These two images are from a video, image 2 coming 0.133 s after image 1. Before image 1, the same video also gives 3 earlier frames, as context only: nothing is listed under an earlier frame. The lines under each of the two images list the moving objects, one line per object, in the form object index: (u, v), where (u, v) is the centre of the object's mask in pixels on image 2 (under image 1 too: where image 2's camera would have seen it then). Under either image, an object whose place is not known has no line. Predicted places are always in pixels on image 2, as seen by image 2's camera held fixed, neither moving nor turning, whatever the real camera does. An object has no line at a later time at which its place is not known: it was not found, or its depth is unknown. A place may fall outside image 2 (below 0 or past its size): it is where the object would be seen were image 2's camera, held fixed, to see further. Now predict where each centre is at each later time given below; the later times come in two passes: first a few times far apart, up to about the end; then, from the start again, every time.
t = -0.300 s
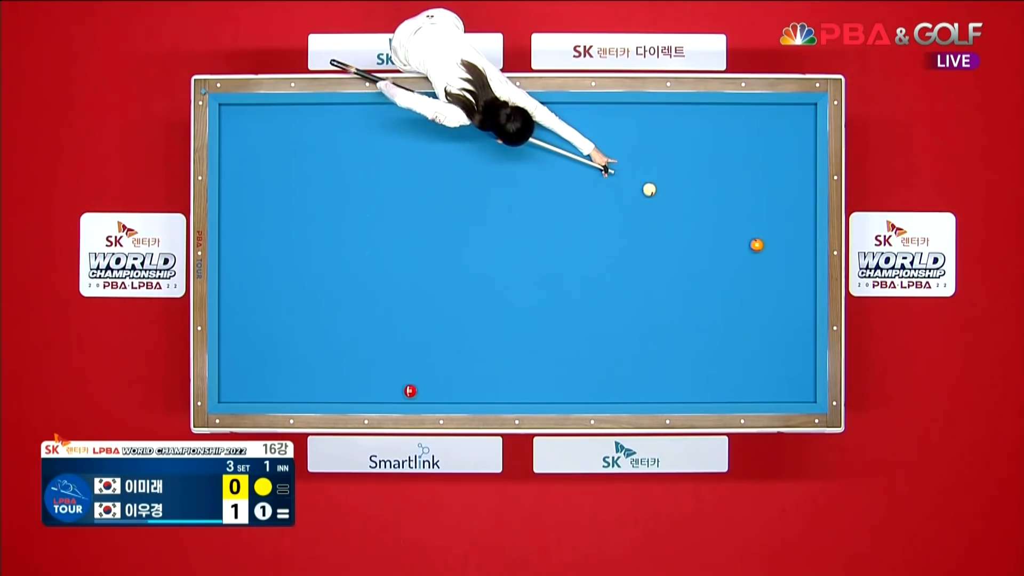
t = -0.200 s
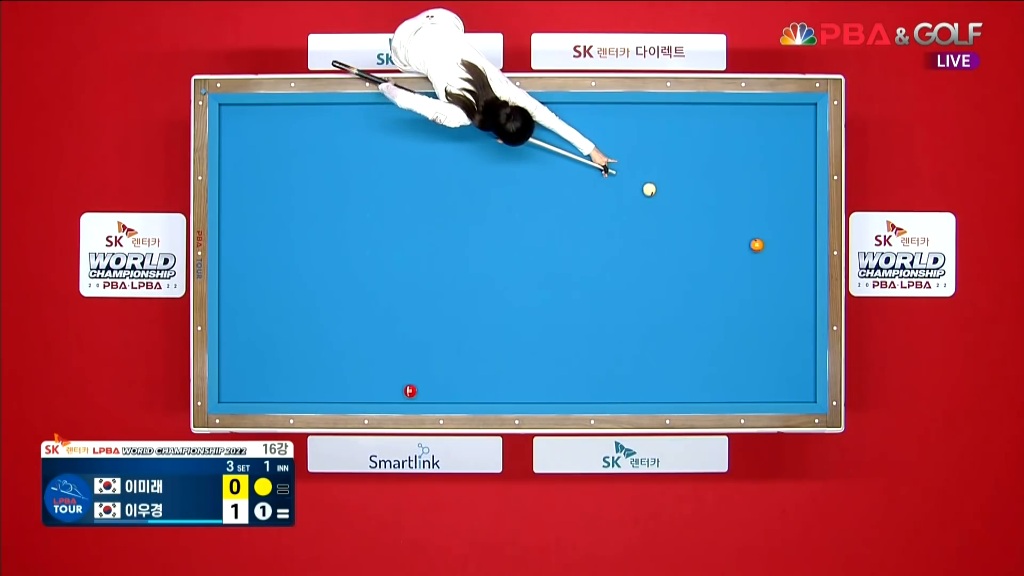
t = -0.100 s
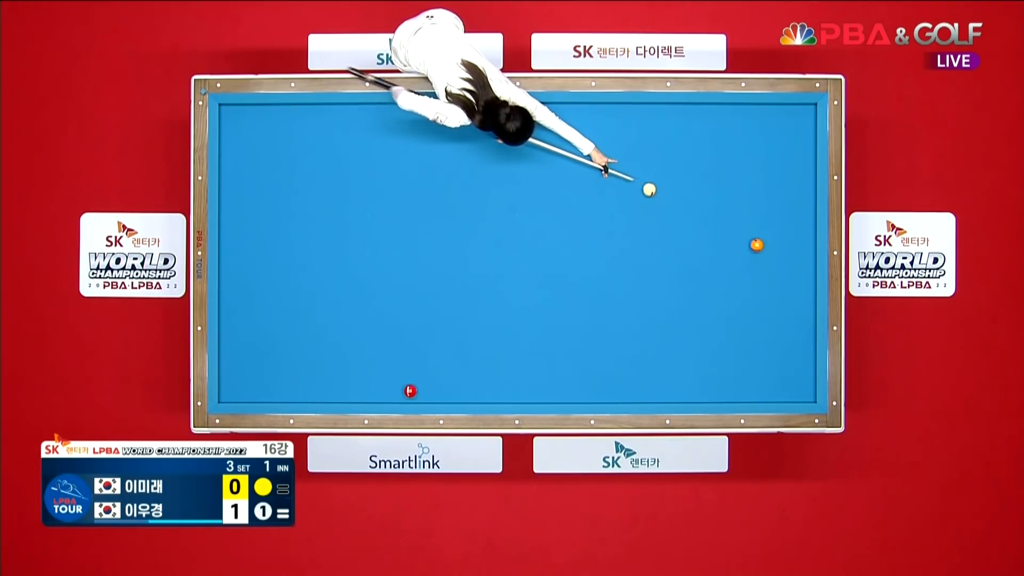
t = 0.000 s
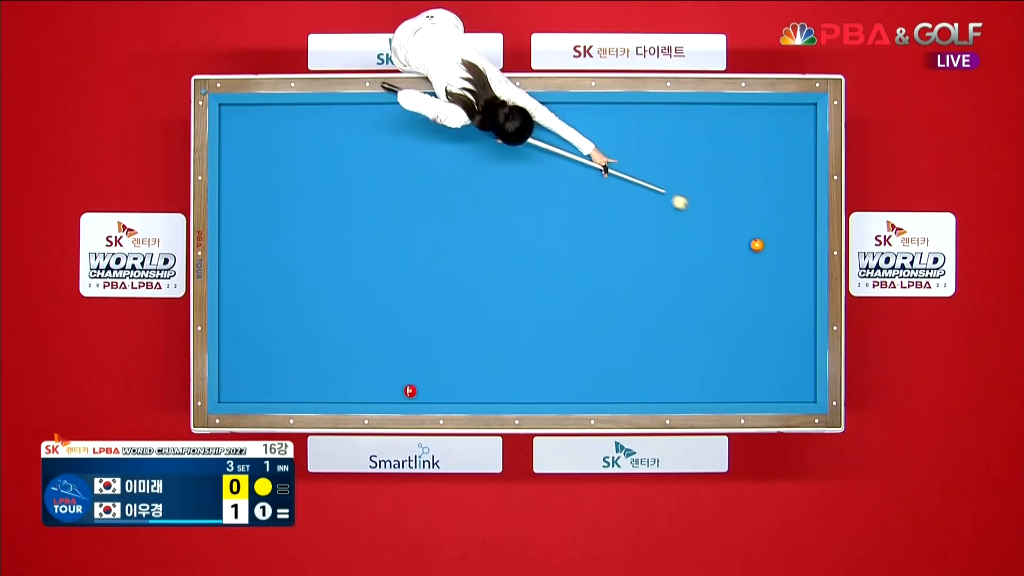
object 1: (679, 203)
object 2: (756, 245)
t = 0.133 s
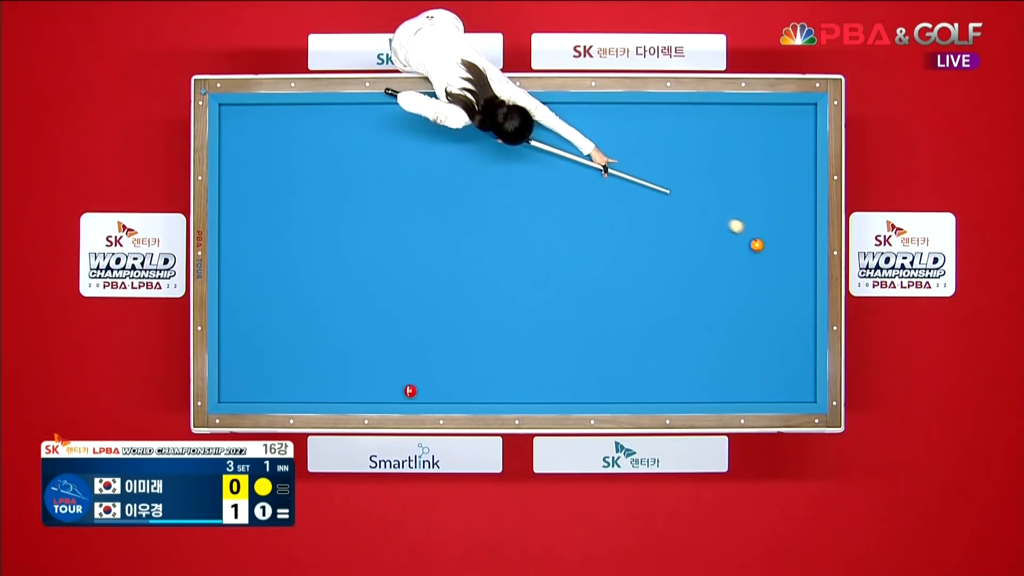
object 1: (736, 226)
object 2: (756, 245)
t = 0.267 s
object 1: (781, 225)
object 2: (763, 268)
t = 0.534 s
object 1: (769, 199)
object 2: (779, 319)
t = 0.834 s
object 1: (714, 166)
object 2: (796, 370)
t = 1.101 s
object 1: (673, 139)
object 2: (807, 384)
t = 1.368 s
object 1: (631, 112)
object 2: (807, 360)
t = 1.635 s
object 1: (591, 123)
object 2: (802, 338)
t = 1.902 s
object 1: (552, 138)
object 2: (798, 318)
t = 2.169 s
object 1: (513, 152)
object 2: (794, 297)
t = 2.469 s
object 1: (471, 169)
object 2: (789, 275)
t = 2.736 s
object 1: (434, 183)
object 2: (786, 257)
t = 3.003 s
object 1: (397, 197)
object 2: (782, 238)
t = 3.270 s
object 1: (362, 211)
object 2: (778, 221)
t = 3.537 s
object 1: (328, 224)
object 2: (775, 204)
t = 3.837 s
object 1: (290, 239)
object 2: (771, 186)
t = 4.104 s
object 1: (257, 252)
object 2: (768, 171)
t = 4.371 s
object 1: (225, 265)
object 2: (765, 156)
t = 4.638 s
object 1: (243, 280)
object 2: (761, 142)
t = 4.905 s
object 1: (260, 296)
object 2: (758, 128)
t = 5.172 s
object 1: (276, 311)
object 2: (755, 116)
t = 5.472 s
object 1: (294, 328)
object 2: (753, 114)
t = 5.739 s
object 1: (309, 342)
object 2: (751, 120)
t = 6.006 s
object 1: (323, 355)
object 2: (749, 126)
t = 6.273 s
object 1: (337, 368)
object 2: (748, 131)
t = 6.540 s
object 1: (351, 381)
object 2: (747, 136)
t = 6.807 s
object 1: (364, 393)
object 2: (746, 140)
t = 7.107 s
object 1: (377, 392)
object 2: (745, 144)
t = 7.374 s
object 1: (387, 386)
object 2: (744, 146)
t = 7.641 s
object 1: (397, 380)
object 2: (744, 149)
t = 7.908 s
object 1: (406, 375)
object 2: (743, 150)
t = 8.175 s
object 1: (415, 370)
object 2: (743, 152)
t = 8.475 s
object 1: (424, 364)
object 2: (743, 152)
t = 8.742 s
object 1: (431, 360)
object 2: (743, 152)
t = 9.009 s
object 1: (438, 355)
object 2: (743, 152)
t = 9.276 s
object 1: (444, 351)
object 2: (743, 152)
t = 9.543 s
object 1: (450, 348)
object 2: (743, 152)
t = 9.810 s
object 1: (455, 344)
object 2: (743, 152)
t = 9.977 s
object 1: (458, 343)
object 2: (743, 152)
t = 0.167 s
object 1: (749, 232)
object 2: (756, 245)
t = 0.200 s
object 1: (760, 231)
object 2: (758, 251)
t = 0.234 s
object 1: (770, 228)
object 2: (761, 260)
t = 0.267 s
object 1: (781, 225)
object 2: (763, 268)
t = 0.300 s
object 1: (791, 223)
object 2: (766, 275)
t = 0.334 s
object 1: (801, 221)
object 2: (768, 282)
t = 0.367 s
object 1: (810, 219)
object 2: (770, 289)
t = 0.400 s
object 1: (802, 215)
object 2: (772, 296)
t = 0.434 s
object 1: (794, 211)
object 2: (774, 302)
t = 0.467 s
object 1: (785, 207)
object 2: (776, 308)
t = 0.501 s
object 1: (777, 203)
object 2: (778, 313)
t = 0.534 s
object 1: (769, 199)
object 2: (779, 319)
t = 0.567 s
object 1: (762, 195)
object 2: (781, 325)
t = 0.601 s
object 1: (755, 191)
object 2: (783, 331)
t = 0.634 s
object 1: (749, 187)
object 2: (785, 336)
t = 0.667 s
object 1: (742, 184)
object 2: (786, 342)
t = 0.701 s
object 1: (736, 180)
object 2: (789, 348)
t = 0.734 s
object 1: (730, 177)
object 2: (790, 353)
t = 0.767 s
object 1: (725, 173)
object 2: (792, 359)
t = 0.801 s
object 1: (720, 170)
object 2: (794, 364)
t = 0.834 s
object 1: (714, 166)
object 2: (796, 370)
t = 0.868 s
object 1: (709, 163)
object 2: (797, 376)
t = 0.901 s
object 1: (704, 160)
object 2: (799, 381)
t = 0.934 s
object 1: (699, 156)
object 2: (801, 387)
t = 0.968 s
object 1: (694, 153)
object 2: (802, 392)
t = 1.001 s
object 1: (688, 149)
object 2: (804, 396)
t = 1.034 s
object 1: (683, 146)
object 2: (805, 393)
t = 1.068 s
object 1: (678, 142)
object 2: (806, 388)
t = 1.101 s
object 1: (673, 139)
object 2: (807, 384)
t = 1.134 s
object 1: (667, 136)
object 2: (808, 380)
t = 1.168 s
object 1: (662, 132)
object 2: (809, 377)
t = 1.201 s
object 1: (657, 129)
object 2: (809, 374)
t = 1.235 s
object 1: (652, 126)
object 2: (809, 371)
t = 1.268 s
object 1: (647, 122)
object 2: (808, 368)
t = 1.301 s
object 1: (641, 119)
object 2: (808, 366)
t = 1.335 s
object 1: (636, 116)
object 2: (807, 363)
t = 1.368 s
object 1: (631, 112)
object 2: (807, 360)
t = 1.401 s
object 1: (626, 109)
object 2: (806, 357)
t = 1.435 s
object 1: (621, 110)
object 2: (805, 355)
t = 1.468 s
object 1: (616, 113)
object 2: (805, 352)
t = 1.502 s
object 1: (611, 115)
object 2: (804, 349)
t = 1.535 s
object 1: (606, 117)
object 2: (804, 346)
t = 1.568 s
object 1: (601, 119)
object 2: (803, 344)
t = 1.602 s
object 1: (596, 121)
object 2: (803, 341)
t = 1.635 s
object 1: (591, 123)
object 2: (802, 338)
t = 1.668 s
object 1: (586, 125)
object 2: (802, 336)
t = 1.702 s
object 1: (581, 126)
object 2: (801, 333)
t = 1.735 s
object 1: (576, 128)
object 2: (801, 331)
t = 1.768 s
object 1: (571, 130)
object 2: (800, 328)
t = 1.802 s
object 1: (566, 132)
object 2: (800, 325)
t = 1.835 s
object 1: (562, 134)
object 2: (799, 323)
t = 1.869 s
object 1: (557, 136)
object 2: (799, 320)
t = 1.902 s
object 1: (552, 138)
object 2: (798, 318)
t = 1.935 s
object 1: (547, 140)
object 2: (798, 315)
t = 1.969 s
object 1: (542, 141)
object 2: (797, 313)
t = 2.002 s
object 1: (537, 143)
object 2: (797, 310)
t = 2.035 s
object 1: (532, 145)
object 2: (796, 307)
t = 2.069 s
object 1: (528, 147)
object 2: (796, 305)
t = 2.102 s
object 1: (523, 149)
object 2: (795, 302)
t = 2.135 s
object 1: (518, 150)
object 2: (794, 300)
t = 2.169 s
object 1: (513, 152)
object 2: (794, 297)
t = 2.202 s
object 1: (509, 154)
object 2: (793, 295)
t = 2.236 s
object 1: (504, 156)
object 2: (793, 292)
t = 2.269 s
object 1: (499, 158)
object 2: (792, 290)
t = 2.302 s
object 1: (494, 160)
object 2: (792, 287)
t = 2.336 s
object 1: (490, 161)
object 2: (791, 285)
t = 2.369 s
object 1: (485, 163)
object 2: (791, 282)
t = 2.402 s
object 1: (480, 165)
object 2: (790, 280)
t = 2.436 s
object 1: (475, 167)
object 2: (790, 278)
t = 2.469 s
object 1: (471, 169)
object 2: (789, 275)
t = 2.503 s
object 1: (466, 171)
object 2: (789, 273)
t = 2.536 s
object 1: (462, 172)
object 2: (788, 271)
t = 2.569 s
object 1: (457, 174)
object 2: (788, 268)
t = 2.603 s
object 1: (452, 176)
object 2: (788, 266)
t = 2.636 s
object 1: (447, 178)
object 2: (787, 263)
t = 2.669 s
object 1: (443, 179)
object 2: (787, 261)
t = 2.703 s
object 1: (438, 181)
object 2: (786, 259)
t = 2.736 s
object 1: (434, 183)
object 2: (786, 257)
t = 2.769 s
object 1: (429, 185)
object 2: (785, 254)
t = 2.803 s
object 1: (425, 186)
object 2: (784, 252)
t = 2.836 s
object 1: (420, 188)
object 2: (784, 250)
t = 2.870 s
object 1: (416, 190)
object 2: (784, 247)
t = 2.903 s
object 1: (411, 191)
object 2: (783, 245)
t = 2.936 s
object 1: (407, 193)
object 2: (783, 243)
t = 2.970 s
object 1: (402, 195)
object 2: (782, 241)
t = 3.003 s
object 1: (397, 197)
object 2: (782, 238)
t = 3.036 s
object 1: (393, 198)
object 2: (782, 236)
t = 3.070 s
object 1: (389, 200)
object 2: (781, 234)
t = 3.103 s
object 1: (384, 202)
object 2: (781, 232)
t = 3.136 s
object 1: (380, 204)
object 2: (780, 230)
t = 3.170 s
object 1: (375, 205)
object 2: (780, 227)
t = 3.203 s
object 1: (371, 207)
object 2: (779, 225)
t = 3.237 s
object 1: (366, 209)
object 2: (779, 223)
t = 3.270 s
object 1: (362, 211)
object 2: (778, 221)
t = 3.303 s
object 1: (358, 212)
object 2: (778, 219)
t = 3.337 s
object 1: (353, 214)
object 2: (778, 217)
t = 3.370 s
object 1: (349, 216)
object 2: (777, 214)
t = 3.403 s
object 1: (345, 218)
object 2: (777, 212)
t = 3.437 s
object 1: (340, 219)
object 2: (776, 210)
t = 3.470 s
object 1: (336, 221)
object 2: (776, 208)
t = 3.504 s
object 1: (332, 223)
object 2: (775, 206)
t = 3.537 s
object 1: (328, 224)
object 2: (775, 204)
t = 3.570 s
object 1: (323, 226)
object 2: (775, 202)
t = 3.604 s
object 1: (319, 228)
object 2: (774, 200)
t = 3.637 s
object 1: (315, 229)
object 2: (774, 198)
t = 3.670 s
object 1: (311, 231)
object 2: (773, 196)
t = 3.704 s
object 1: (306, 232)
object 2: (773, 194)
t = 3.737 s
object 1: (302, 234)
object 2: (772, 192)
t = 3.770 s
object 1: (298, 236)
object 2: (772, 190)
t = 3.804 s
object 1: (294, 237)
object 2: (771, 188)
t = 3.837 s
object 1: (290, 239)
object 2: (771, 186)
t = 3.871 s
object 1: (285, 241)
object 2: (771, 184)
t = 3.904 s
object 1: (281, 242)
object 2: (770, 182)
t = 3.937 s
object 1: (277, 244)
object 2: (770, 180)
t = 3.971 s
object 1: (273, 245)
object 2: (769, 178)
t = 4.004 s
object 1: (269, 247)
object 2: (769, 176)
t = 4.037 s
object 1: (265, 249)
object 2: (768, 174)
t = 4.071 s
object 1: (261, 250)
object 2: (768, 172)
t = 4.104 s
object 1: (257, 252)
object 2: (768, 171)
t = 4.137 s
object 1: (253, 254)
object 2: (767, 169)
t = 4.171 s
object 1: (249, 255)
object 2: (767, 167)
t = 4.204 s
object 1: (245, 257)
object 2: (767, 165)
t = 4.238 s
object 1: (241, 258)
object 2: (766, 163)
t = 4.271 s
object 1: (237, 260)
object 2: (766, 161)
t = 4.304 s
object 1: (233, 261)
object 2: (765, 159)
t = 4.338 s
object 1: (229, 263)
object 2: (765, 158)
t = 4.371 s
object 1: (225, 265)
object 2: (765, 156)
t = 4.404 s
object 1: (226, 266)
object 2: (764, 154)
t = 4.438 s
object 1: (229, 269)
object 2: (764, 152)
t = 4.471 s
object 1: (232, 270)
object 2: (763, 150)
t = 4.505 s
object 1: (234, 273)
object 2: (763, 149)
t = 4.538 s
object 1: (237, 275)
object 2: (763, 147)
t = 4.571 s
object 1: (239, 276)
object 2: (762, 145)
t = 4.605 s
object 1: (241, 278)
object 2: (762, 143)
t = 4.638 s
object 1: (243, 280)
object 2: (761, 142)
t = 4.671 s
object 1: (245, 283)
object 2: (761, 140)
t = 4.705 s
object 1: (247, 285)
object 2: (761, 138)
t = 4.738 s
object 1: (249, 286)
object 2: (760, 137)
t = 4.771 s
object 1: (251, 289)
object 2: (760, 135)
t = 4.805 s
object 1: (253, 290)
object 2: (760, 133)
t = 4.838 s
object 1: (256, 292)
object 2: (759, 132)
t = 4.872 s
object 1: (258, 294)
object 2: (759, 130)
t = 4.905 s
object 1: (260, 296)
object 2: (758, 128)
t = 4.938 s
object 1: (262, 298)
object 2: (758, 127)
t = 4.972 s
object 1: (264, 300)
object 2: (758, 125)
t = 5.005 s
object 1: (266, 302)
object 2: (757, 123)
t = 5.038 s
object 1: (268, 304)
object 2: (757, 122)
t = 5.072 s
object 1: (270, 306)
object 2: (756, 120)
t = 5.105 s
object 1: (272, 308)
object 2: (756, 119)
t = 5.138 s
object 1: (274, 309)
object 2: (756, 117)
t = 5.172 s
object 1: (276, 311)
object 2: (755, 116)
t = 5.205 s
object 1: (278, 313)
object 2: (755, 114)
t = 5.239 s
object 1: (280, 315)
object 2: (755, 113)
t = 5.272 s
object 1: (282, 317)
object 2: (754, 111)
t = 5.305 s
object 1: (284, 319)
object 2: (754, 110)
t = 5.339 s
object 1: (286, 321)
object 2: (754, 110)
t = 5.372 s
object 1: (288, 322)
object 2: (753, 111)
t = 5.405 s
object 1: (290, 324)
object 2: (753, 112)
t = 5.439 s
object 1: (292, 326)
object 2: (753, 113)
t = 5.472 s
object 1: (294, 328)
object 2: (753, 114)
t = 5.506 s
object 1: (295, 330)
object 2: (752, 114)
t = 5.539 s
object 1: (297, 331)
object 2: (752, 115)
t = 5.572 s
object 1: (299, 333)
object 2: (752, 116)
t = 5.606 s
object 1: (301, 335)
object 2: (752, 117)
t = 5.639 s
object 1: (303, 337)
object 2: (751, 118)
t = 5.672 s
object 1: (305, 338)
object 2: (751, 118)
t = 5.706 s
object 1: (307, 340)
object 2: (751, 119)
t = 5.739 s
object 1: (309, 342)
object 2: (751, 120)
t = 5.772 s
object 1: (311, 344)
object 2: (751, 121)
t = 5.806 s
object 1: (312, 345)
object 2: (751, 122)
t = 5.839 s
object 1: (315, 347)
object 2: (750, 122)
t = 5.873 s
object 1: (316, 349)
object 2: (750, 123)
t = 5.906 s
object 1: (318, 350)
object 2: (750, 124)
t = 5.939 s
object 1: (320, 352)
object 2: (750, 124)
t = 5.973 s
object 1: (322, 354)
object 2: (749, 125)
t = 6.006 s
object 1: (323, 355)
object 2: (749, 126)
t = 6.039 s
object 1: (325, 357)
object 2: (749, 127)
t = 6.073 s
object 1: (327, 359)
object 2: (749, 127)
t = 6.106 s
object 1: (329, 361)
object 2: (749, 128)
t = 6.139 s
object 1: (331, 362)
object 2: (749, 128)
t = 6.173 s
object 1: (332, 364)
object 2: (748, 129)
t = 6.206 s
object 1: (334, 365)
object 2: (748, 130)
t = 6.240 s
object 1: (336, 367)
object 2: (748, 131)
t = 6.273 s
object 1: (337, 368)
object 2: (748, 131)
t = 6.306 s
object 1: (339, 370)
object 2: (748, 132)
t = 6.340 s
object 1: (341, 372)
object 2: (748, 132)
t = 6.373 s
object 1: (343, 373)
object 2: (748, 133)
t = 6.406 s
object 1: (345, 375)
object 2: (747, 133)
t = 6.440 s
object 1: (346, 376)
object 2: (747, 134)
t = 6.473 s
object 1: (348, 378)
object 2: (747, 135)
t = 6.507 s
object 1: (349, 380)
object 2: (747, 135)
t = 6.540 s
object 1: (351, 381)
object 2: (747, 136)
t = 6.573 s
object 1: (353, 382)
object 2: (747, 136)
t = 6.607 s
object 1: (355, 384)
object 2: (747, 137)
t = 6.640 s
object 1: (356, 386)
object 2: (746, 137)
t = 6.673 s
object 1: (358, 387)
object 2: (746, 138)
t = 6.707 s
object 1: (360, 389)
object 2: (746, 138)
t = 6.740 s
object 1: (361, 390)
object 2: (746, 139)
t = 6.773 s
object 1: (363, 392)
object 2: (746, 139)
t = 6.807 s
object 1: (364, 393)
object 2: (746, 140)
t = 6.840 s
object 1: (366, 395)
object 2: (746, 140)
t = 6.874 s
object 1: (368, 396)
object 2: (746, 141)
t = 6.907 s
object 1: (369, 397)
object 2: (746, 141)
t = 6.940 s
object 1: (371, 396)
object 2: (746, 142)
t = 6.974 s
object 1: (372, 395)
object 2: (745, 142)
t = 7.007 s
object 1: (373, 395)
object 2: (745, 143)
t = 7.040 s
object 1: (374, 394)
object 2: (745, 143)
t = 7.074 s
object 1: (376, 393)
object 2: (745, 143)
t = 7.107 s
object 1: (377, 392)
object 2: (745, 144)
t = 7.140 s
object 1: (378, 391)
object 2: (745, 144)
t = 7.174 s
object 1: (380, 391)
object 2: (745, 145)
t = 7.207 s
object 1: (381, 390)
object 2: (745, 145)
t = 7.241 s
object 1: (382, 389)
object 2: (745, 145)
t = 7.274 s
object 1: (384, 388)
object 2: (745, 146)
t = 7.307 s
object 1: (385, 388)
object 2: (744, 146)
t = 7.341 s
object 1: (386, 387)
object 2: (744, 146)
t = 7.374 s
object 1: (387, 386)
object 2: (744, 146)
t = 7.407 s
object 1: (389, 386)
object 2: (744, 147)
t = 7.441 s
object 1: (390, 385)
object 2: (744, 147)
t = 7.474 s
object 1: (391, 384)
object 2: (744, 147)
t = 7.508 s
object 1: (392, 383)
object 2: (744, 148)
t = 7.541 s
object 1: (393, 383)
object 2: (744, 148)
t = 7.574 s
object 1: (395, 382)
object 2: (744, 148)
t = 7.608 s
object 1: (396, 381)
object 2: (744, 149)
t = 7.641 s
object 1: (397, 380)
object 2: (744, 149)
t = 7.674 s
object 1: (398, 380)
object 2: (744, 149)
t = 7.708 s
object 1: (399, 379)
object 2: (744, 149)
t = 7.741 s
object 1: (401, 378)
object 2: (743, 149)
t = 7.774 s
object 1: (402, 378)
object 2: (743, 150)
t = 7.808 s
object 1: (403, 377)
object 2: (743, 150)
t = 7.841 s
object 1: (404, 376)
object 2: (743, 150)
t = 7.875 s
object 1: (405, 375)
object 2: (743, 150)
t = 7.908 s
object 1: (406, 375)
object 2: (743, 150)
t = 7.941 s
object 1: (407, 374)
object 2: (743, 150)
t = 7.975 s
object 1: (409, 373)
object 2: (743, 151)
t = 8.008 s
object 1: (410, 373)
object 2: (743, 151)
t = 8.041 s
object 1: (411, 372)
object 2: (743, 151)
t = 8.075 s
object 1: (412, 372)
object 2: (743, 151)
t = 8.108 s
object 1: (413, 371)
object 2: (743, 151)
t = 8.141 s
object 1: (414, 371)
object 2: (743, 151)
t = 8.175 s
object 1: (415, 370)
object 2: (743, 152)
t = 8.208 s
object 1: (416, 370)
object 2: (743, 152)
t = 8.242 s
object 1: (417, 369)
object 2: (743, 152)
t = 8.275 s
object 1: (418, 368)
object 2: (743, 152)
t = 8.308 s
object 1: (419, 367)
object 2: (743, 152)
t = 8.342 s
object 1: (420, 367)
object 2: (743, 152)
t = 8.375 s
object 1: (421, 366)
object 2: (743, 152)
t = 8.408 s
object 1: (422, 365)
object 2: (743, 152)
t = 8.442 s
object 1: (423, 365)
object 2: (743, 152)
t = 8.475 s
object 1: (424, 364)
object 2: (743, 152)
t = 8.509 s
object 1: (425, 364)
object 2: (743, 152)
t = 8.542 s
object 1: (426, 363)
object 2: (743, 152)
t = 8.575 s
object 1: (427, 363)
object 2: (743, 152)
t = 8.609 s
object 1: (428, 362)
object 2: (743, 152)
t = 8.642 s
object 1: (429, 361)
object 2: (743, 152)
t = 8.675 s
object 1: (429, 361)
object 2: (743, 152)
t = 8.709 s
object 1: (430, 360)
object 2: (743, 152)
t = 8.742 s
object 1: (431, 360)
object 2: (743, 152)
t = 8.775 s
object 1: (432, 359)
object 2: (743, 152)
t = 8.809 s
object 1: (433, 359)
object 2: (743, 152)
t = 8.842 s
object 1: (434, 358)
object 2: (743, 152)
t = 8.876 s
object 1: (435, 357)
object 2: (743, 152)
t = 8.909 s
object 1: (435, 357)
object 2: (743, 152)
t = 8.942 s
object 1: (436, 356)
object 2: (743, 152)
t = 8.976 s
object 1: (437, 356)
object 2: (743, 152)
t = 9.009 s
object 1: (438, 355)
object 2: (743, 152)
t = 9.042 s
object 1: (439, 355)
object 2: (743, 152)
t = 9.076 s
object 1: (439, 354)
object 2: (743, 152)
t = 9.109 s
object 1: (440, 354)
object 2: (743, 152)
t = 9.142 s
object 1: (441, 353)
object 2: (743, 152)
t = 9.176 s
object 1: (442, 353)
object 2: (743, 152)
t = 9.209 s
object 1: (443, 353)
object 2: (743, 152)
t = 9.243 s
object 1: (443, 352)
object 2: (743, 152)
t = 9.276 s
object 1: (444, 351)
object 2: (743, 152)
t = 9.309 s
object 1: (445, 351)
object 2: (743, 152)
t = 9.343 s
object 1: (446, 350)
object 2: (743, 152)
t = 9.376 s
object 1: (446, 350)
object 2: (743, 152)
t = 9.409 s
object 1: (447, 350)
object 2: (743, 152)
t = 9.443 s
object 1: (448, 349)
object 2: (743, 152)
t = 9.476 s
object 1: (449, 349)
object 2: (743, 152)
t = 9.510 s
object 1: (450, 348)
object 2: (743, 152)
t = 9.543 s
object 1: (450, 348)
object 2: (743, 152)
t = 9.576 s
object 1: (451, 347)
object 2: (743, 152)
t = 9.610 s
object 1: (451, 347)
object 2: (743, 152)
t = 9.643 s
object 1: (452, 347)
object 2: (743, 152)
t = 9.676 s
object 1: (453, 346)
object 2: (743, 152)
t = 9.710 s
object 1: (454, 346)
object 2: (743, 152)
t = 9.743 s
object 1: (454, 345)
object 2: (743, 152)
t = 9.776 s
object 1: (455, 345)
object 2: (743, 152)
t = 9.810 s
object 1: (455, 344)
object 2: (743, 152)
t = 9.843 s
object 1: (456, 344)
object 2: (743, 152)
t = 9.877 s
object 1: (457, 344)
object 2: (743, 152)
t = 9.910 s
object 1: (457, 343)
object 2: (743, 152)
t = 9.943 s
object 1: (458, 343)
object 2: (743, 152)
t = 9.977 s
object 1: (458, 343)
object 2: (743, 152)
